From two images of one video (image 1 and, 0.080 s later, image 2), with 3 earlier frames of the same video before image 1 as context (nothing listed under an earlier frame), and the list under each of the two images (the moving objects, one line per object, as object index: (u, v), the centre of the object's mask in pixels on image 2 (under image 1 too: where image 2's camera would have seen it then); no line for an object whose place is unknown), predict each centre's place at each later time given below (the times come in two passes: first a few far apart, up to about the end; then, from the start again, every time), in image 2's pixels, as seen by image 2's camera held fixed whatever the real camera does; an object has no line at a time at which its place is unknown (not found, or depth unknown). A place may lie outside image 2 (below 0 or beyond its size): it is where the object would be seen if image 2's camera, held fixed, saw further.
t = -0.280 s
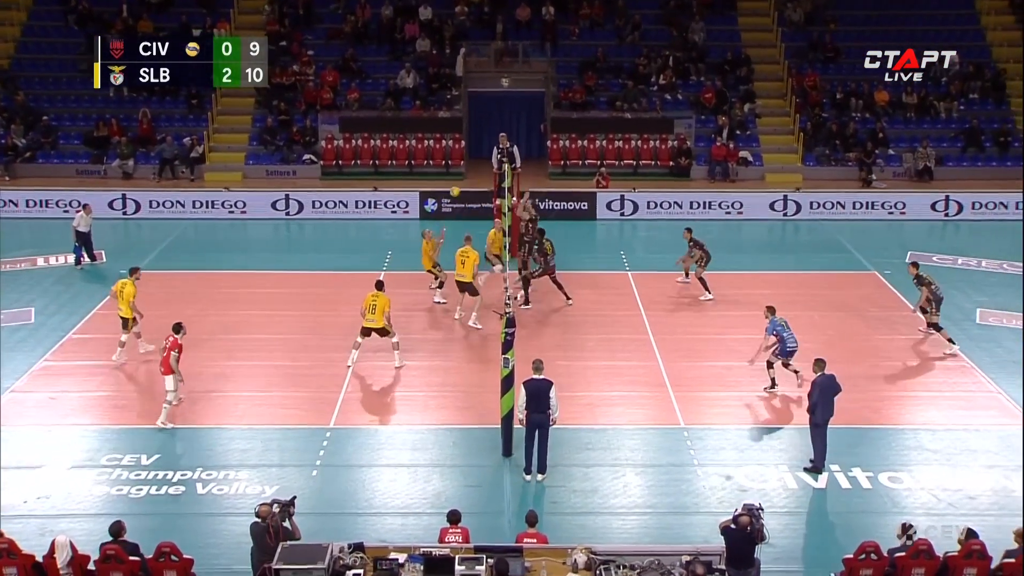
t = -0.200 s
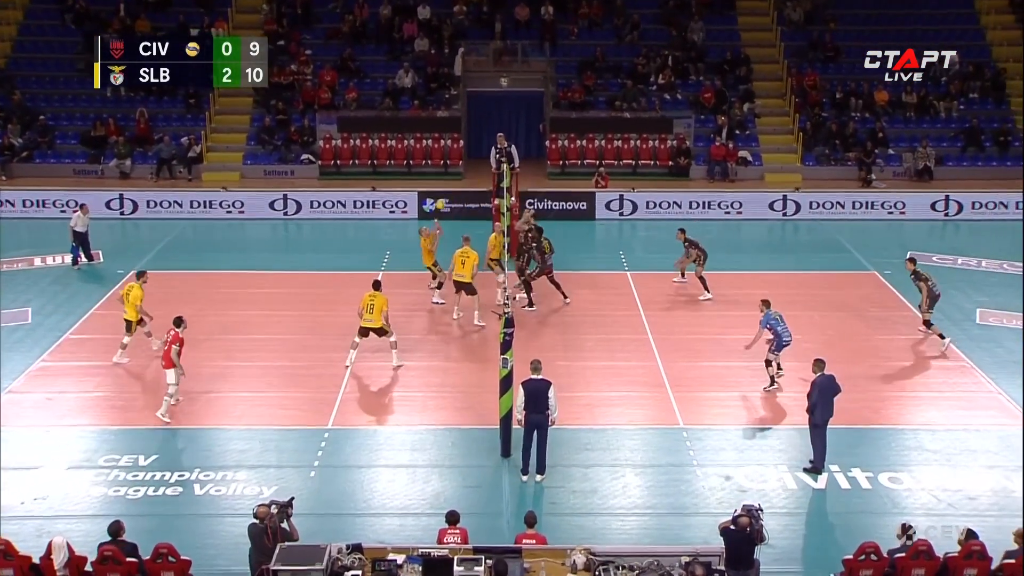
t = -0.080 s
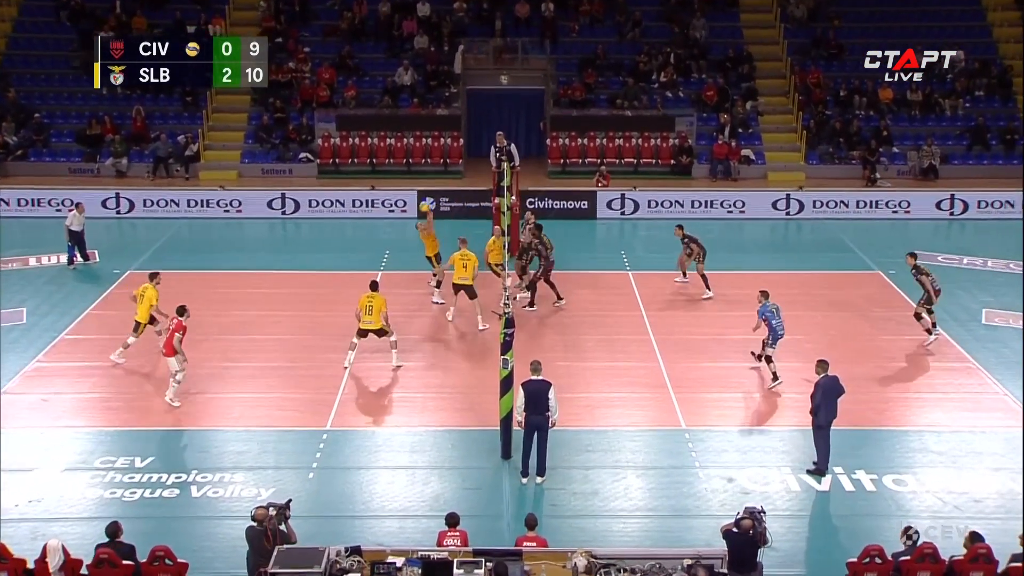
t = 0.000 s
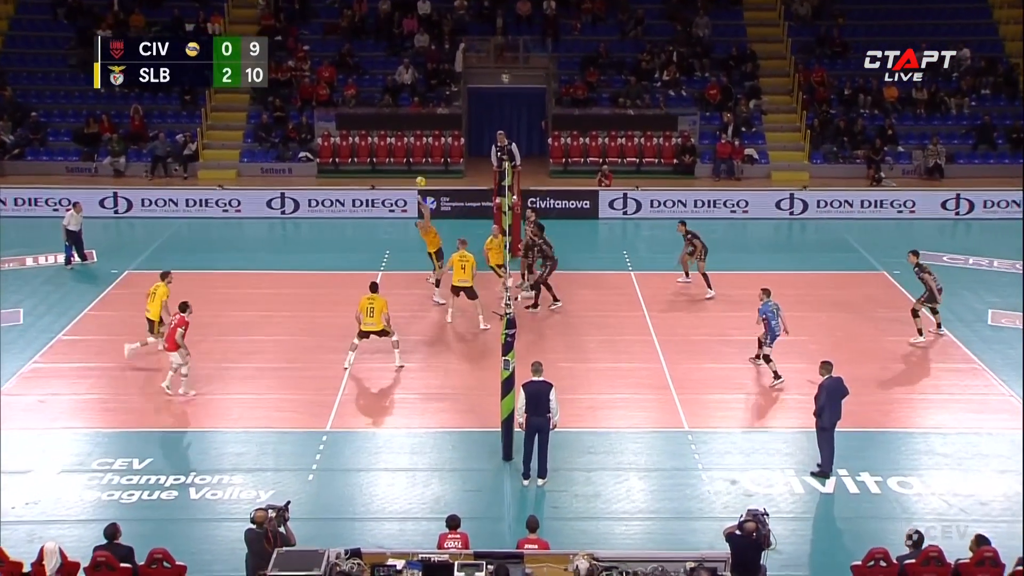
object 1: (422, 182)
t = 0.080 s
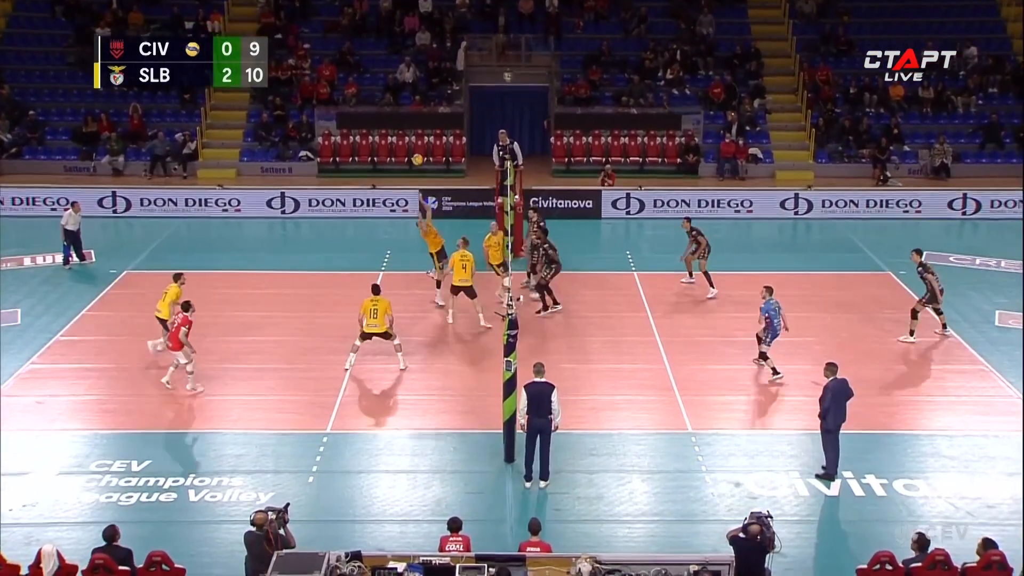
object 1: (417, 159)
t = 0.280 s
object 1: (406, 114)
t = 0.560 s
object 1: (388, 79)
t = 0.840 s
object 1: (370, 85)
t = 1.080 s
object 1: (357, 128)
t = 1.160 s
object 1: (353, 149)
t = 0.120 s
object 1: (415, 149)
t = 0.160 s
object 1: (413, 139)
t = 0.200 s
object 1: (411, 130)
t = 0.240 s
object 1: (408, 121)
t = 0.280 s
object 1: (406, 114)
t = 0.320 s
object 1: (403, 107)
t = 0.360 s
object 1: (401, 100)
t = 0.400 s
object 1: (398, 94)
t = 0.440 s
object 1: (396, 89)
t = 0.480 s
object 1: (393, 85)
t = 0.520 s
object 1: (390, 81)
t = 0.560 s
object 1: (388, 79)
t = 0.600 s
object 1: (385, 77)
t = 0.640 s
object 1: (383, 76)
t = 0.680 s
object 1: (381, 76)
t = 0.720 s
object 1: (378, 77)
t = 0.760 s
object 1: (375, 79)
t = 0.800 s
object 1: (373, 82)
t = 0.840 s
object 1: (370, 85)
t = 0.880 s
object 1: (368, 90)
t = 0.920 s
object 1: (366, 96)
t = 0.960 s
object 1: (363, 103)
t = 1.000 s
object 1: (361, 110)
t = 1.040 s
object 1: (359, 118)
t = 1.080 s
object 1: (357, 128)
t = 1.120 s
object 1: (355, 137)
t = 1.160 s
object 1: (353, 149)
